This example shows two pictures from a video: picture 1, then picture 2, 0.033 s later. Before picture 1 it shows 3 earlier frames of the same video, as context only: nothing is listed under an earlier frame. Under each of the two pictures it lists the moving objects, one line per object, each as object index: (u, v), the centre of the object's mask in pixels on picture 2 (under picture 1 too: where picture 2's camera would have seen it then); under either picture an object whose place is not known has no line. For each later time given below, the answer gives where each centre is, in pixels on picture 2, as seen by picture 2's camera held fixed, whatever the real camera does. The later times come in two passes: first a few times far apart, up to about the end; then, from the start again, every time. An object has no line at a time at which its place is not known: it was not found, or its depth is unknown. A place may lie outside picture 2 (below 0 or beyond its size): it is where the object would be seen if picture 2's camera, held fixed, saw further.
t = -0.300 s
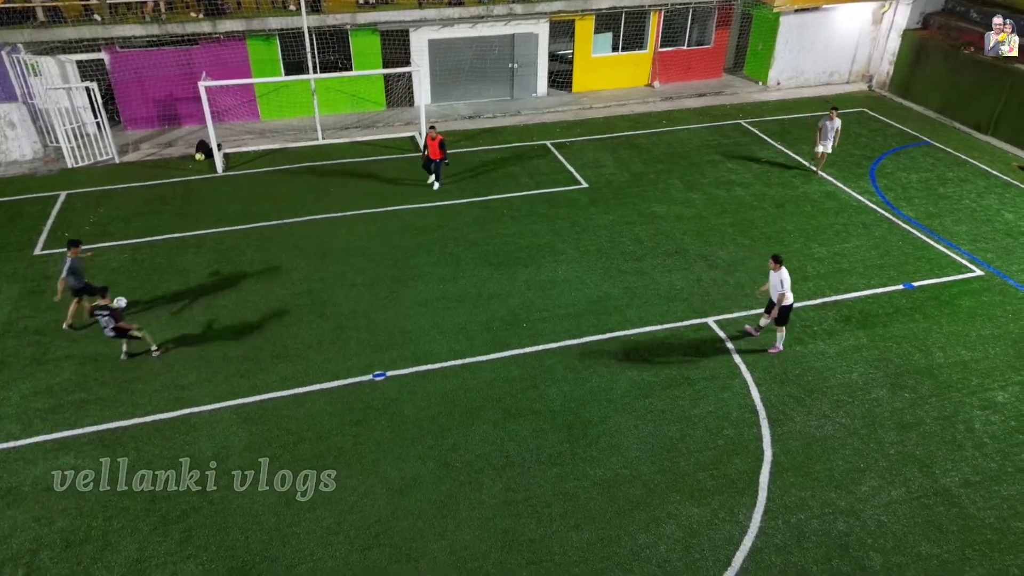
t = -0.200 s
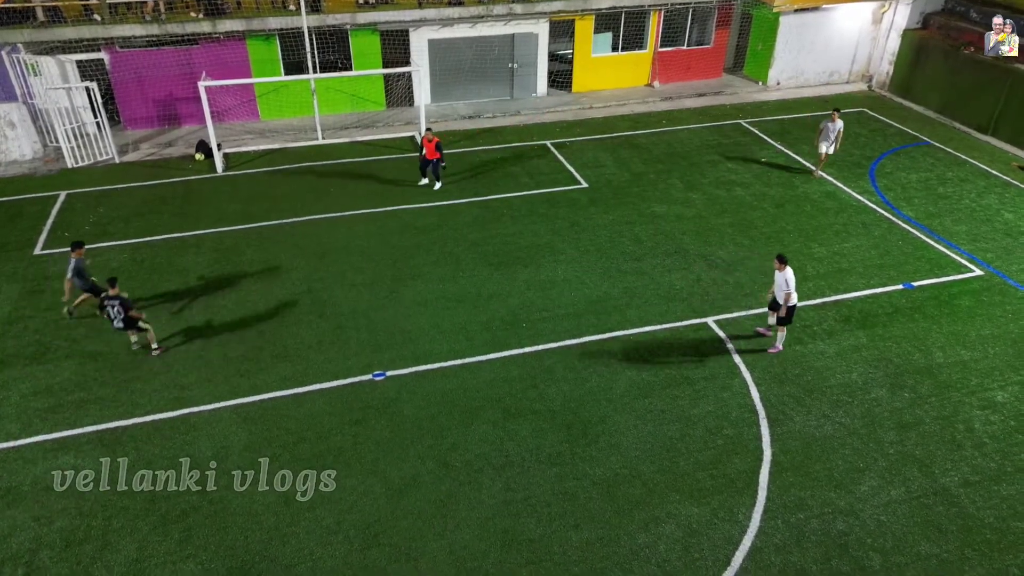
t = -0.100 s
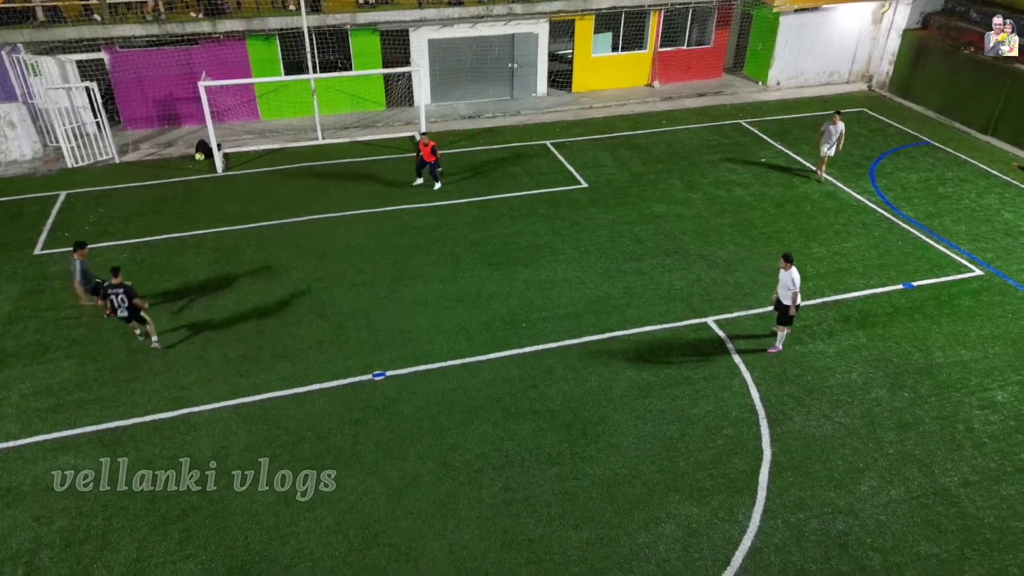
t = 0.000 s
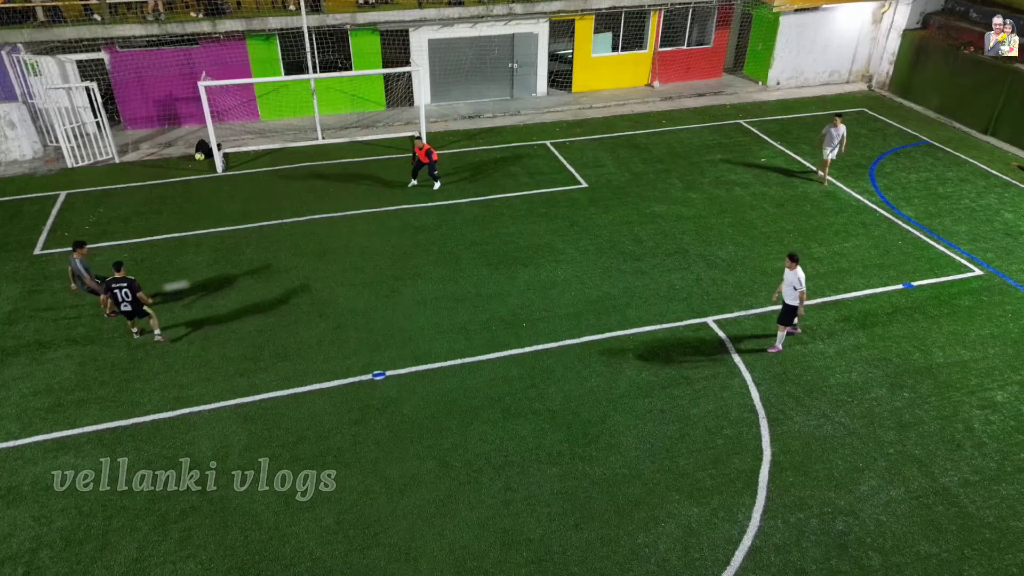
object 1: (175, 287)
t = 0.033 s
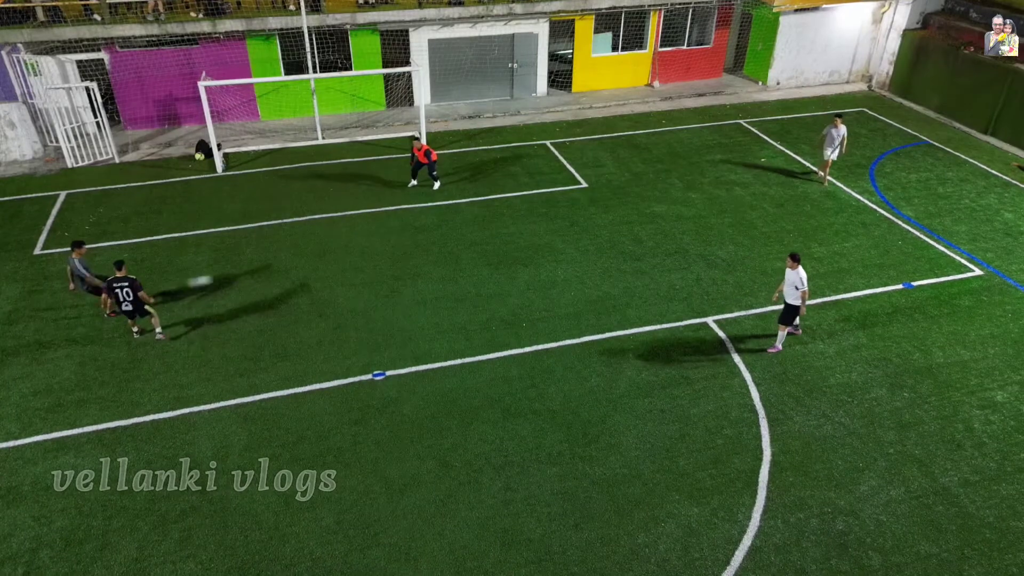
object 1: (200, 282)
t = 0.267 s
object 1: (356, 265)
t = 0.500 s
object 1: (478, 256)
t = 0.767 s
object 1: (580, 246)
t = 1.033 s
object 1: (662, 240)
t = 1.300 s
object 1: (739, 232)
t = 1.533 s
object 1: (799, 227)
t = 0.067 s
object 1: (220, 278)
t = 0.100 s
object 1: (243, 274)
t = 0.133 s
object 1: (266, 272)
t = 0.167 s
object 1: (288, 269)
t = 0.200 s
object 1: (311, 267)
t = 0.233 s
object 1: (334, 266)
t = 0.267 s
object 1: (356, 265)
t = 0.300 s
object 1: (377, 265)
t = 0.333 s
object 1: (397, 266)
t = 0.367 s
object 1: (416, 265)
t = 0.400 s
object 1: (431, 262)
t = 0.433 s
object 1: (447, 259)
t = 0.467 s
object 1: (463, 257)
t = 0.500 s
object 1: (478, 256)
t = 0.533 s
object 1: (493, 255)
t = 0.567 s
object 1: (507, 254)
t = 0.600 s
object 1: (522, 254)
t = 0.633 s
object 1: (536, 254)
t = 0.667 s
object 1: (546, 252)
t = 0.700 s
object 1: (558, 250)
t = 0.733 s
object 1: (569, 248)
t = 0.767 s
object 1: (580, 246)
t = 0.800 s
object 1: (590, 245)
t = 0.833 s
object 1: (600, 245)
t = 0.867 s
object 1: (610, 245)
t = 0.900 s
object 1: (621, 245)
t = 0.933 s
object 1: (631, 245)
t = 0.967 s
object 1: (642, 243)
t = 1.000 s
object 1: (652, 241)
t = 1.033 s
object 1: (662, 240)
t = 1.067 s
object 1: (672, 239)
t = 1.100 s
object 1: (682, 238)
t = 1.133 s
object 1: (692, 238)
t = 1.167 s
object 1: (701, 239)
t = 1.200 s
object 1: (711, 237)
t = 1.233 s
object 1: (720, 236)
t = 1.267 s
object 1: (729, 234)
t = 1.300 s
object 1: (739, 232)
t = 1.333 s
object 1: (748, 232)
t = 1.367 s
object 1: (756, 232)
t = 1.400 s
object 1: (765, 232)
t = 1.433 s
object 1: (774, 232)
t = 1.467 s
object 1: (783, 229)
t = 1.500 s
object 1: (791, 228)
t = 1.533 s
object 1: (799, 227)
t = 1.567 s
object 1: (808, 226)
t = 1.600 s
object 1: (816, 225)
